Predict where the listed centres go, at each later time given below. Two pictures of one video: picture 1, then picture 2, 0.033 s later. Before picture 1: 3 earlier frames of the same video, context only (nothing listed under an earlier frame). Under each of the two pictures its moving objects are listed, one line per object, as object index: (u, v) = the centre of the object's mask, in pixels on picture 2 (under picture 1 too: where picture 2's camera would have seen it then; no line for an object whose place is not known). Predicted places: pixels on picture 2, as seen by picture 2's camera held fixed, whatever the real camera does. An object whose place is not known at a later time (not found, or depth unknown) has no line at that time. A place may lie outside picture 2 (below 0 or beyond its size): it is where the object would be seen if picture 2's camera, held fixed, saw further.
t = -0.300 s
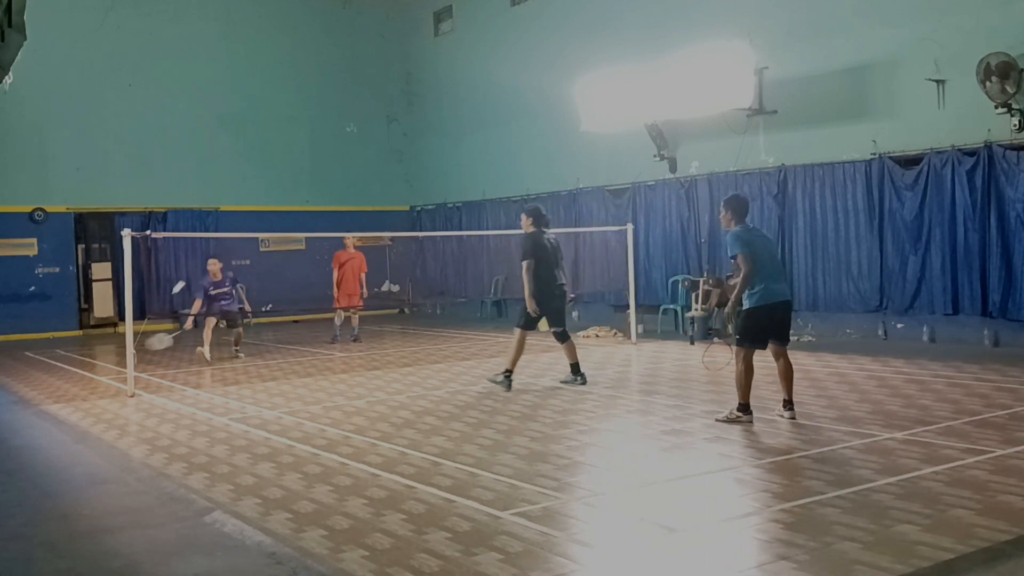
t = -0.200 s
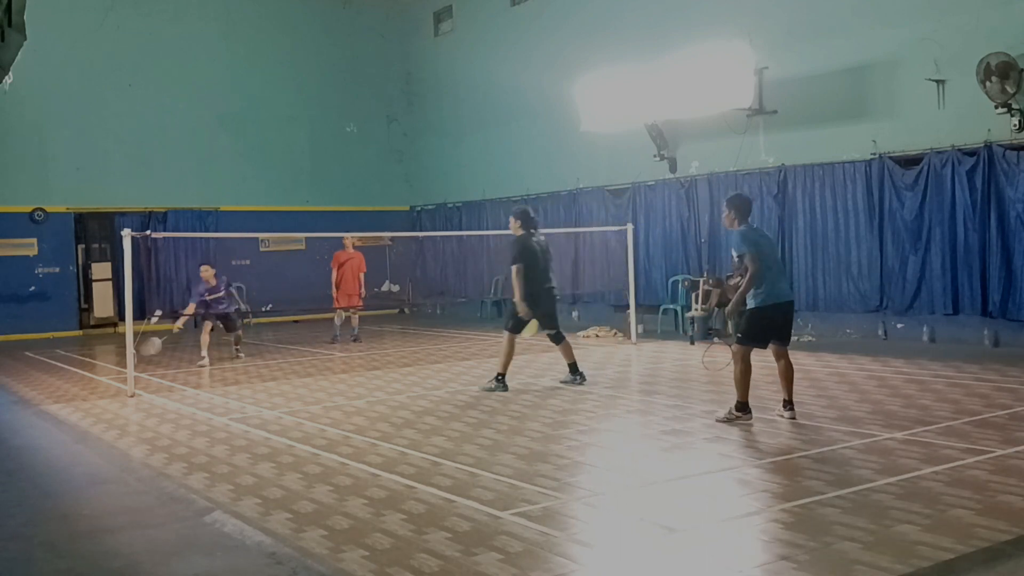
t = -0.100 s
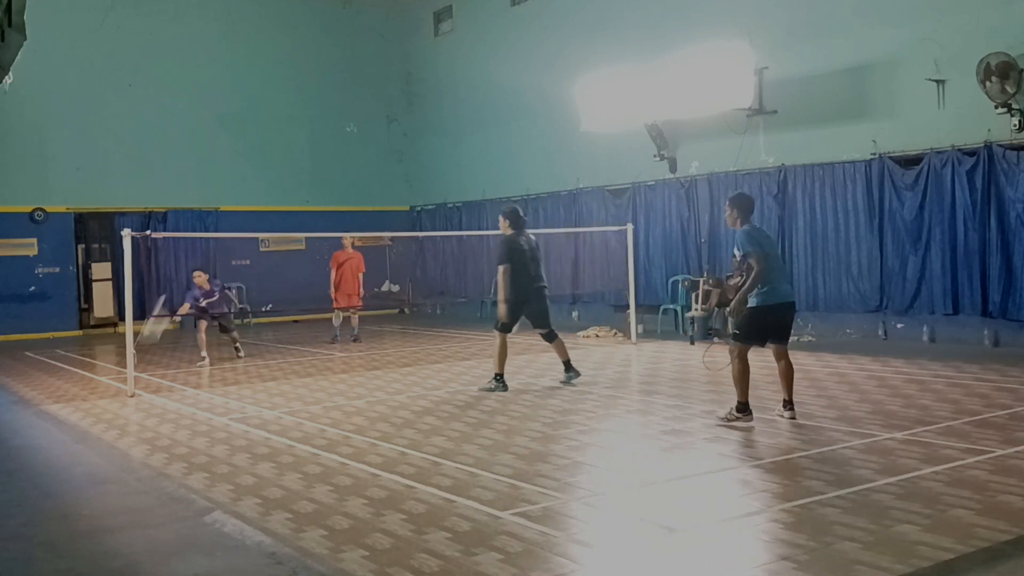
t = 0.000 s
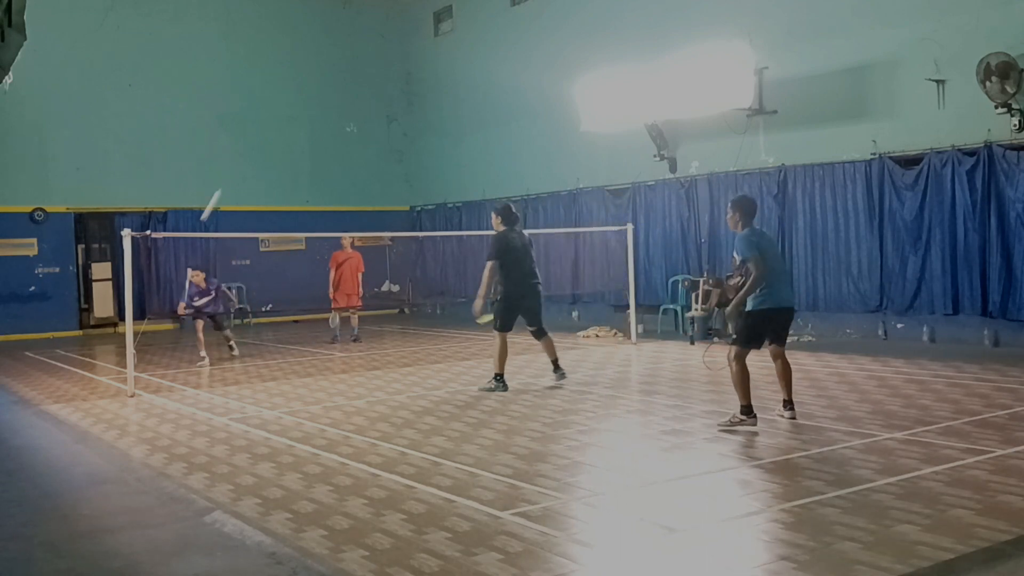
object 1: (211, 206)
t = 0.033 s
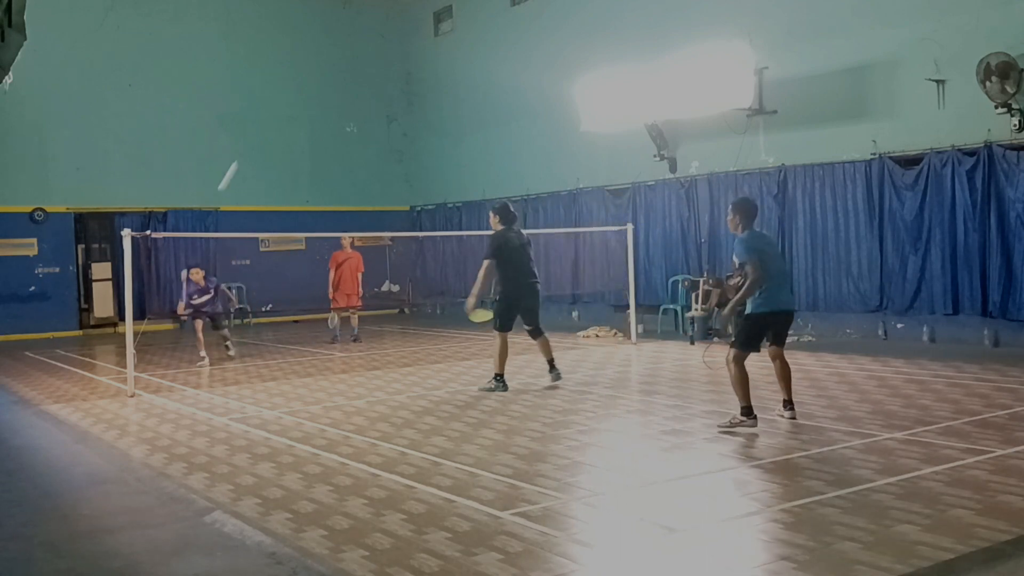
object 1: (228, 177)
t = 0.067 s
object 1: (244, 149)
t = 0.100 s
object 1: (259, 125)
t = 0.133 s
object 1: (272, 103)
